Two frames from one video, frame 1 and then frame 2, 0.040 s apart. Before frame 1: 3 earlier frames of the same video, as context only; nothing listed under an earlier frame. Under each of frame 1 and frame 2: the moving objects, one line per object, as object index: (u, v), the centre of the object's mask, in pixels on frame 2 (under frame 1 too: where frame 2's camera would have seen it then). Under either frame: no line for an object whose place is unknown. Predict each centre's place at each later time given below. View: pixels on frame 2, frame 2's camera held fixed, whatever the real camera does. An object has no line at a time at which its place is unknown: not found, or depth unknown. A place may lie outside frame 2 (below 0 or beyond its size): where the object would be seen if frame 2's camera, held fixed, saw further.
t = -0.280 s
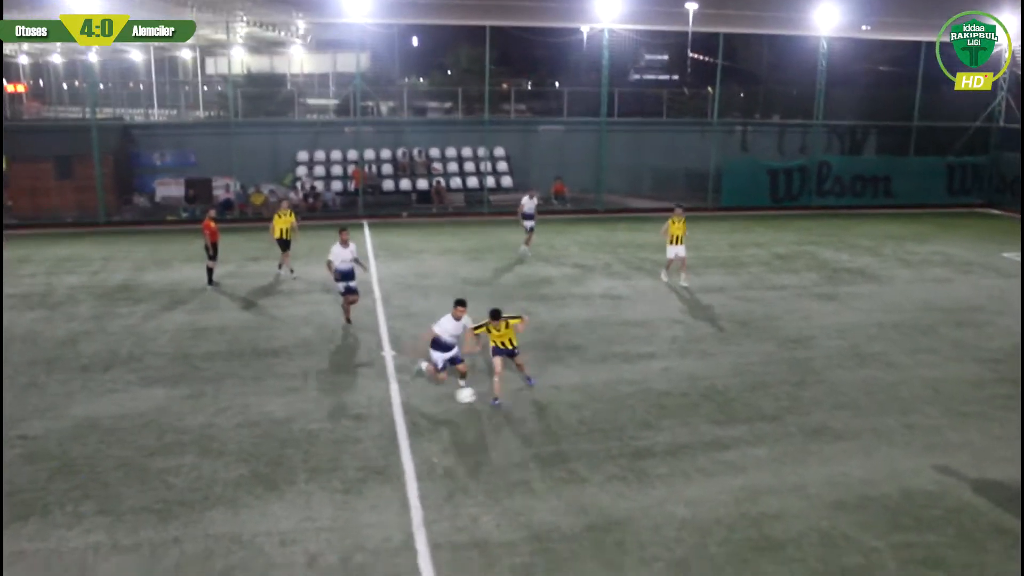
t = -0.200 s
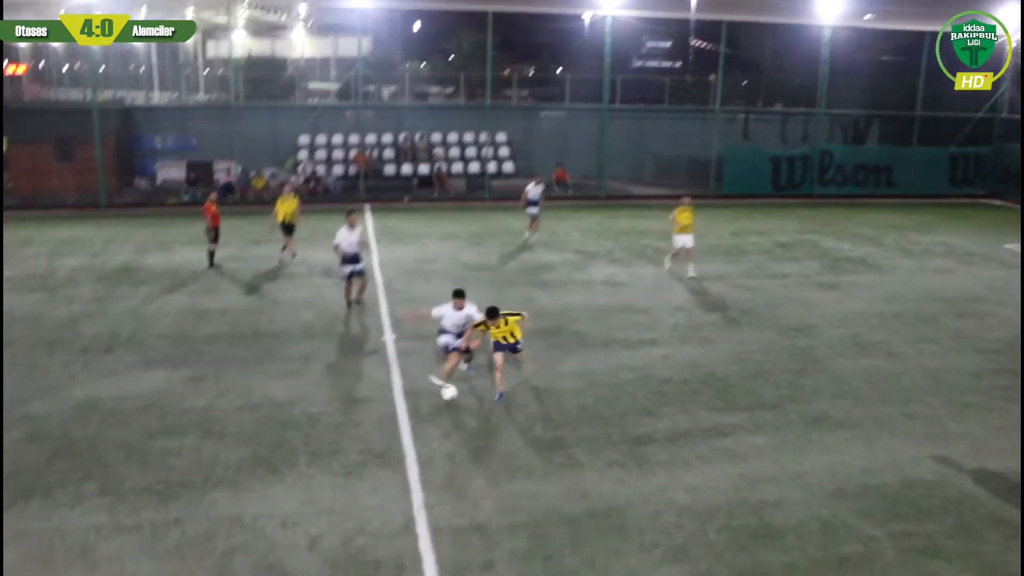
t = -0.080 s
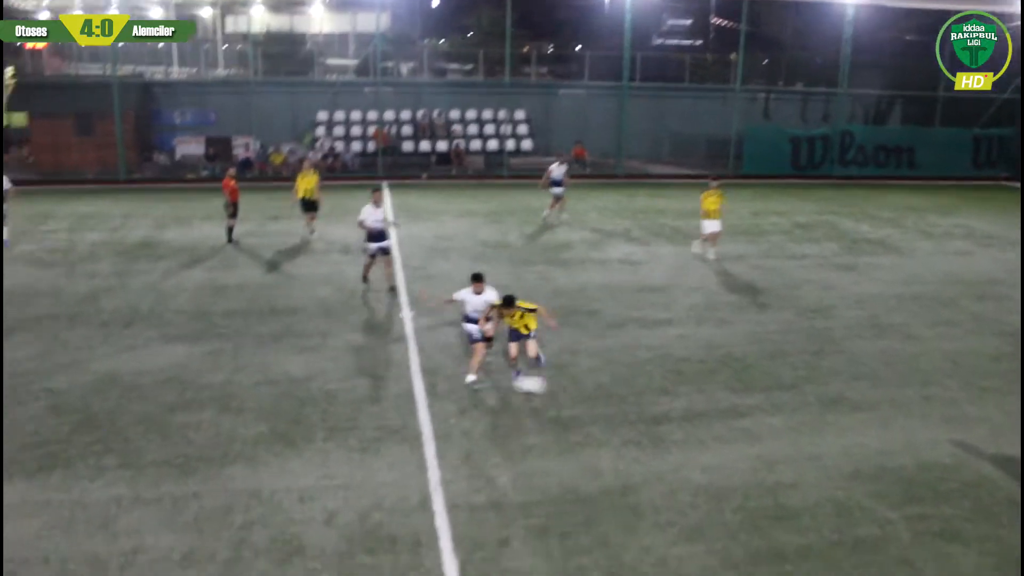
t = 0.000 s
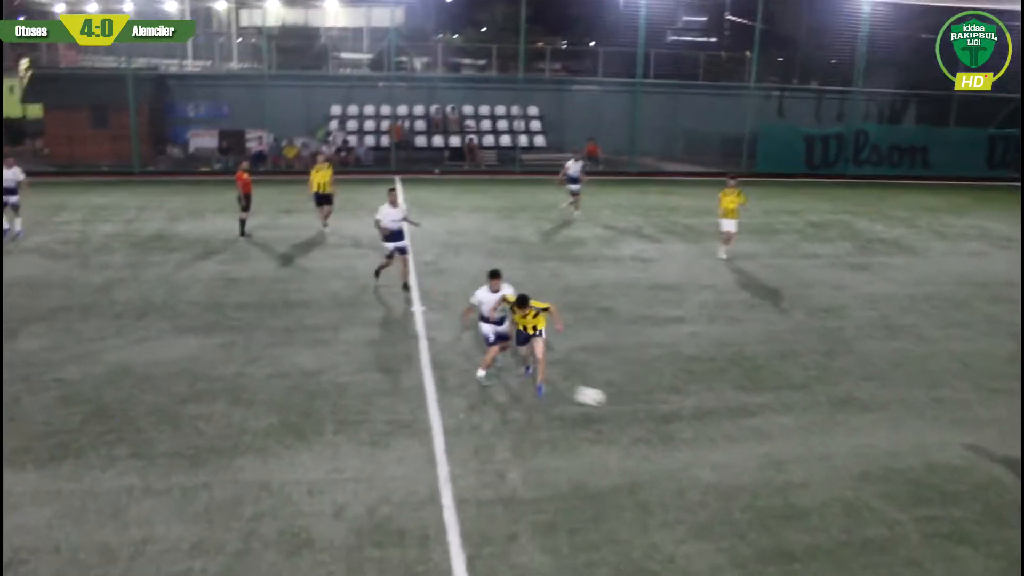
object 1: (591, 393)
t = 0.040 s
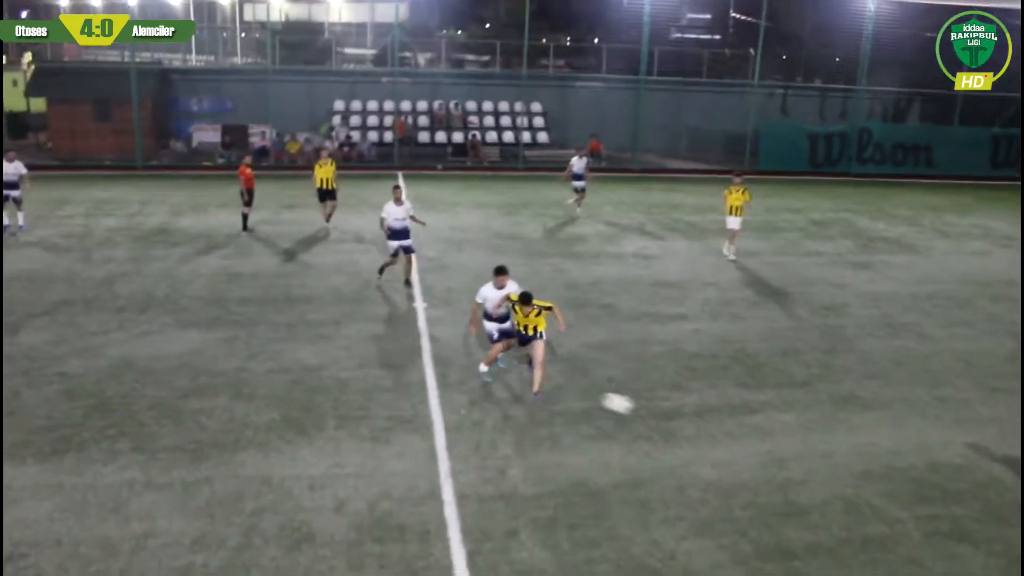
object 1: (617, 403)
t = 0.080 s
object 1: (643, 413)
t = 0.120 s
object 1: (668, 419)
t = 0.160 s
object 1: (693, 425)
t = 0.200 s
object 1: (720, 434)
